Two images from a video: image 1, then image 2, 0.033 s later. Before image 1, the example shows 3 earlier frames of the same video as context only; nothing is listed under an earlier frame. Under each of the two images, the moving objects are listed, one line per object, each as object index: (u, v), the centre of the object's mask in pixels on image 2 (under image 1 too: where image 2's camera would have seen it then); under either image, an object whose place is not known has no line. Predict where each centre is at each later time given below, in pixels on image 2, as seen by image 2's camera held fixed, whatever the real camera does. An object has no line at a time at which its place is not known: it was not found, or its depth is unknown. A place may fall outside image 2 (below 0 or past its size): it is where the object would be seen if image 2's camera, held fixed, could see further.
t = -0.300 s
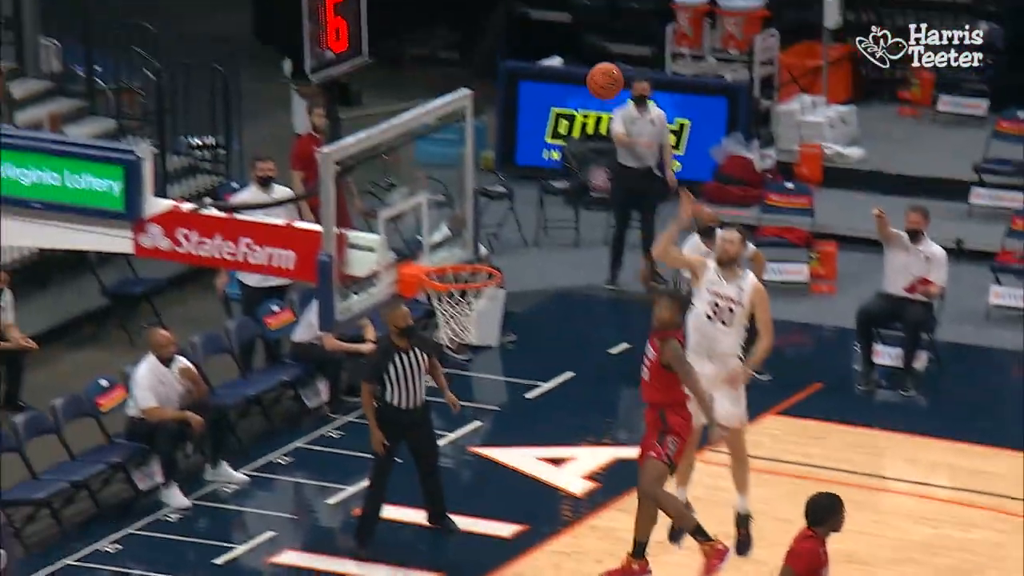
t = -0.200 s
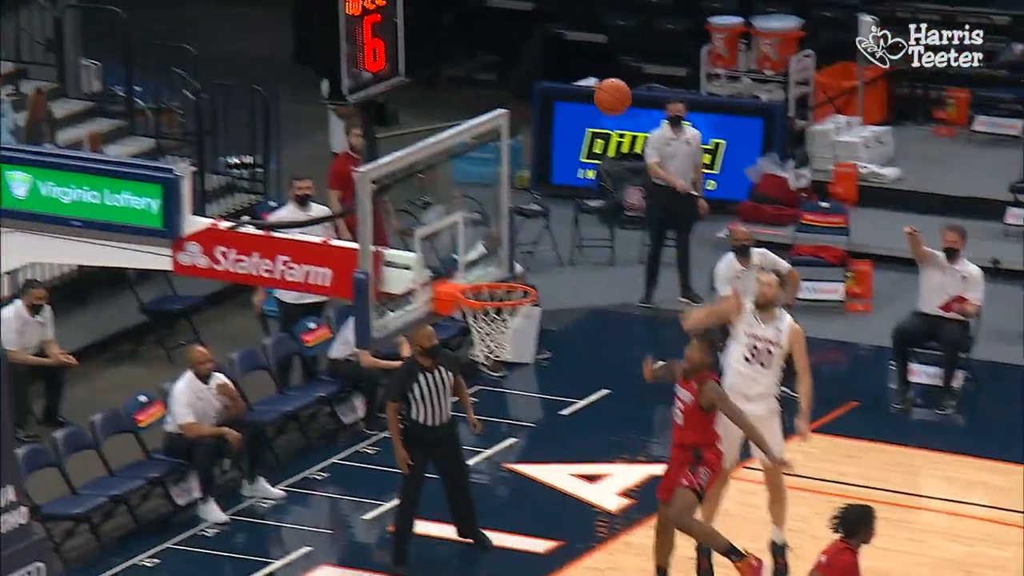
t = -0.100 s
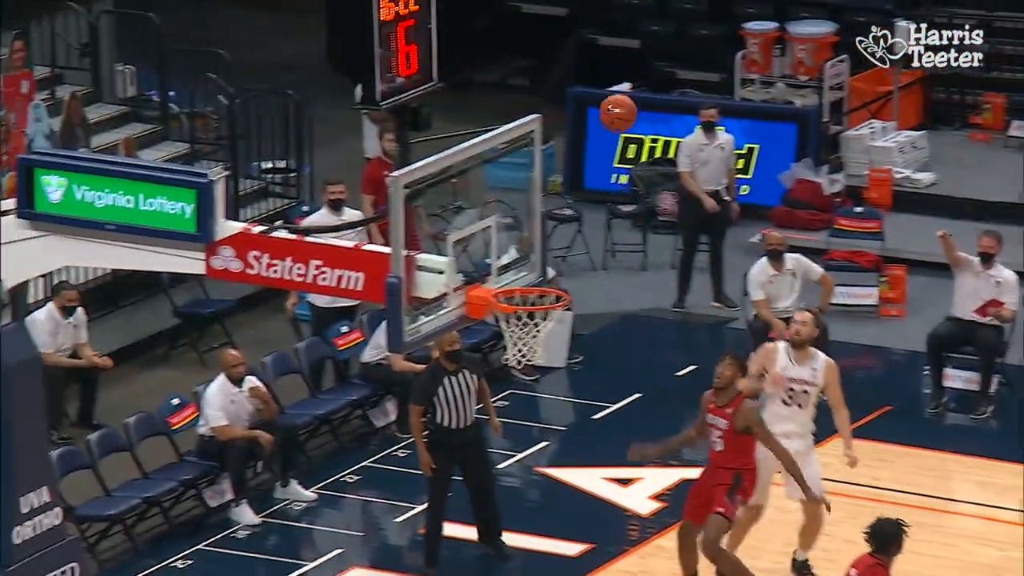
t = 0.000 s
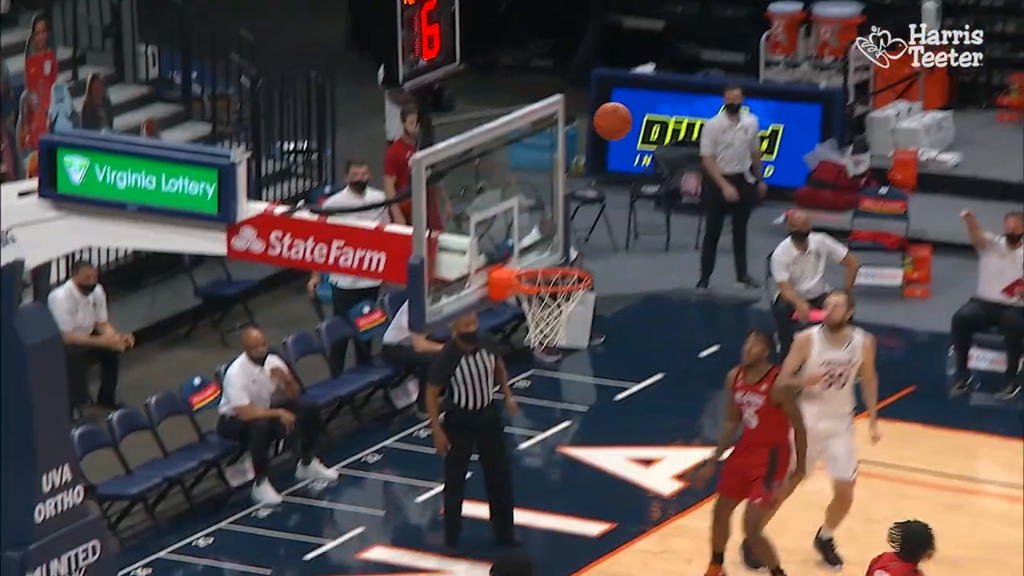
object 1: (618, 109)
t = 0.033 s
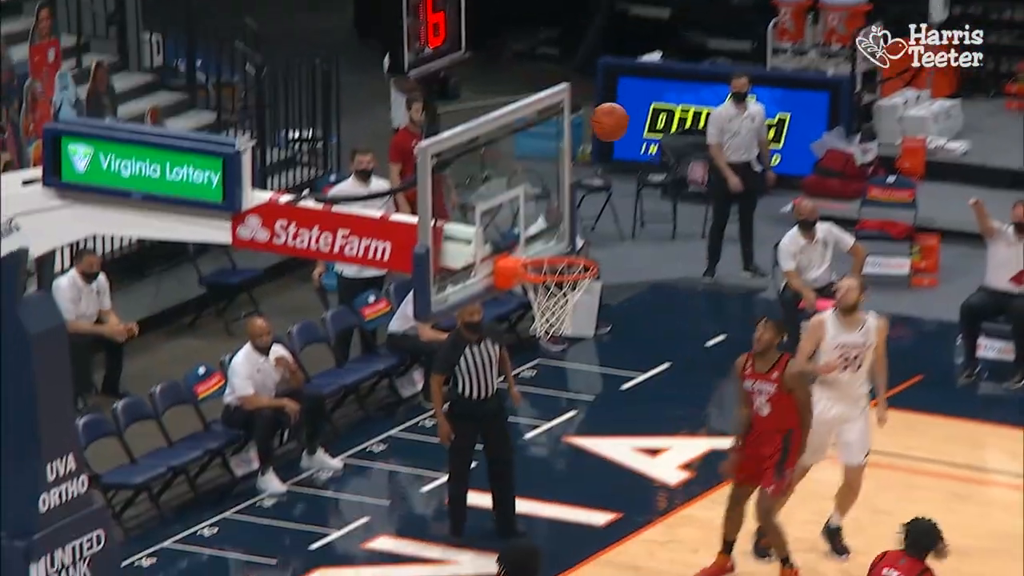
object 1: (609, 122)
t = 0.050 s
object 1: (605, 129)
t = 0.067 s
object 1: (600, 136)
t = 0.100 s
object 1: (591, 154)
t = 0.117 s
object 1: (587, 162)
